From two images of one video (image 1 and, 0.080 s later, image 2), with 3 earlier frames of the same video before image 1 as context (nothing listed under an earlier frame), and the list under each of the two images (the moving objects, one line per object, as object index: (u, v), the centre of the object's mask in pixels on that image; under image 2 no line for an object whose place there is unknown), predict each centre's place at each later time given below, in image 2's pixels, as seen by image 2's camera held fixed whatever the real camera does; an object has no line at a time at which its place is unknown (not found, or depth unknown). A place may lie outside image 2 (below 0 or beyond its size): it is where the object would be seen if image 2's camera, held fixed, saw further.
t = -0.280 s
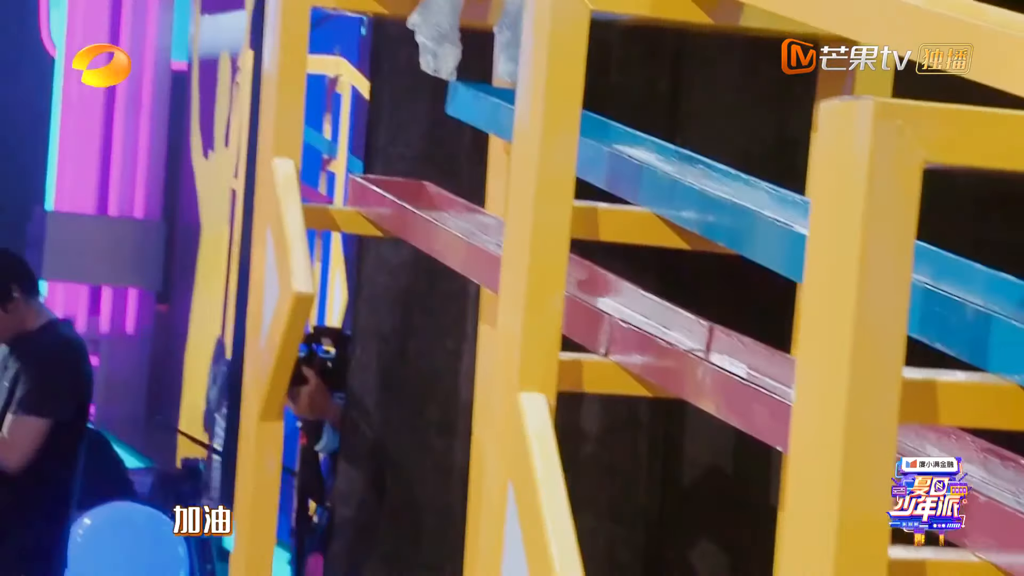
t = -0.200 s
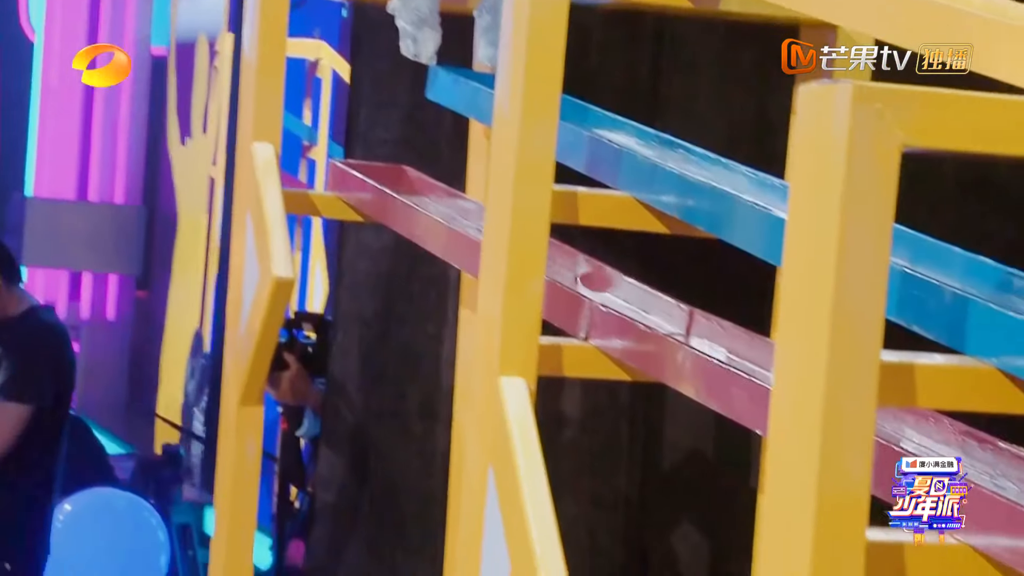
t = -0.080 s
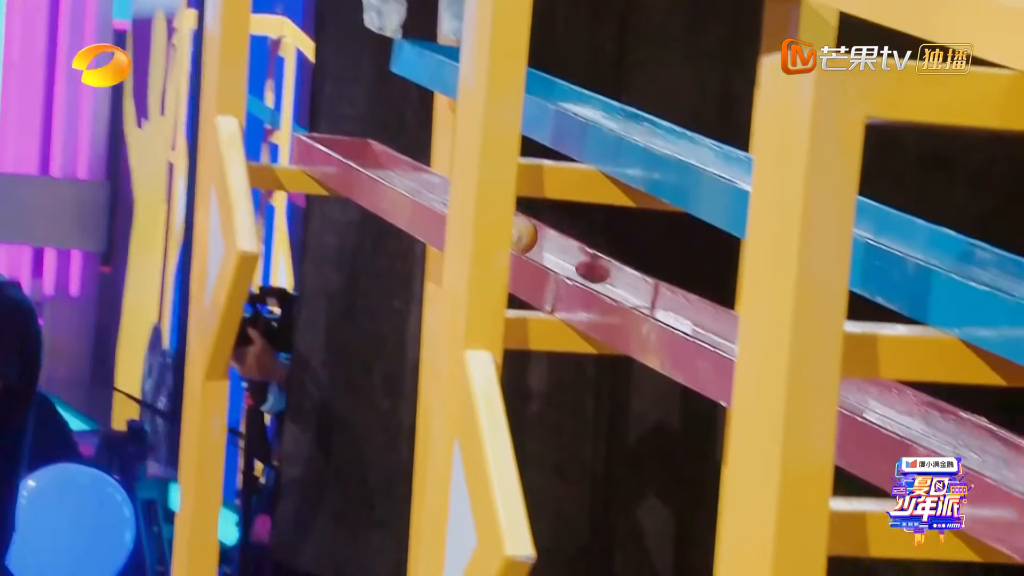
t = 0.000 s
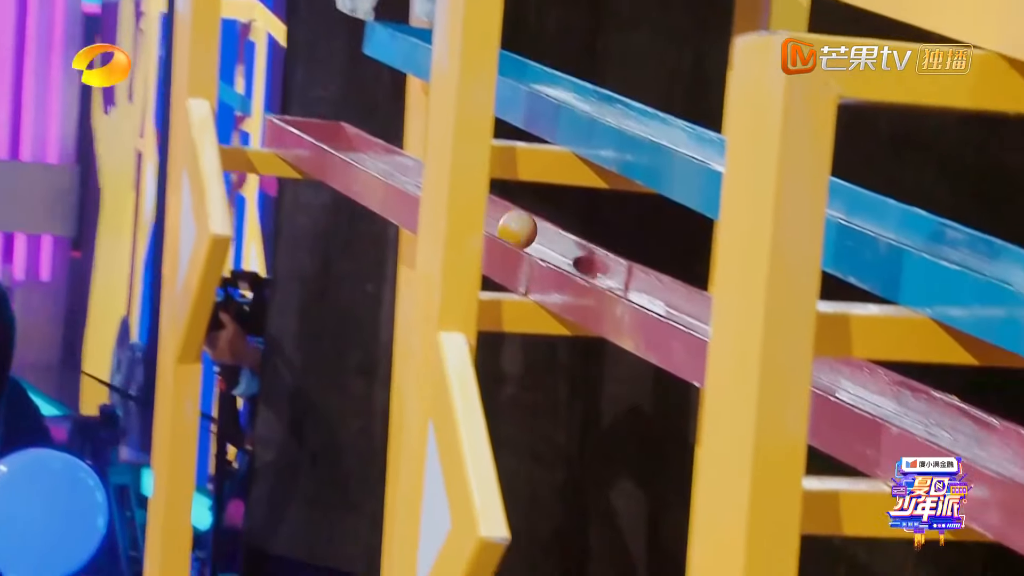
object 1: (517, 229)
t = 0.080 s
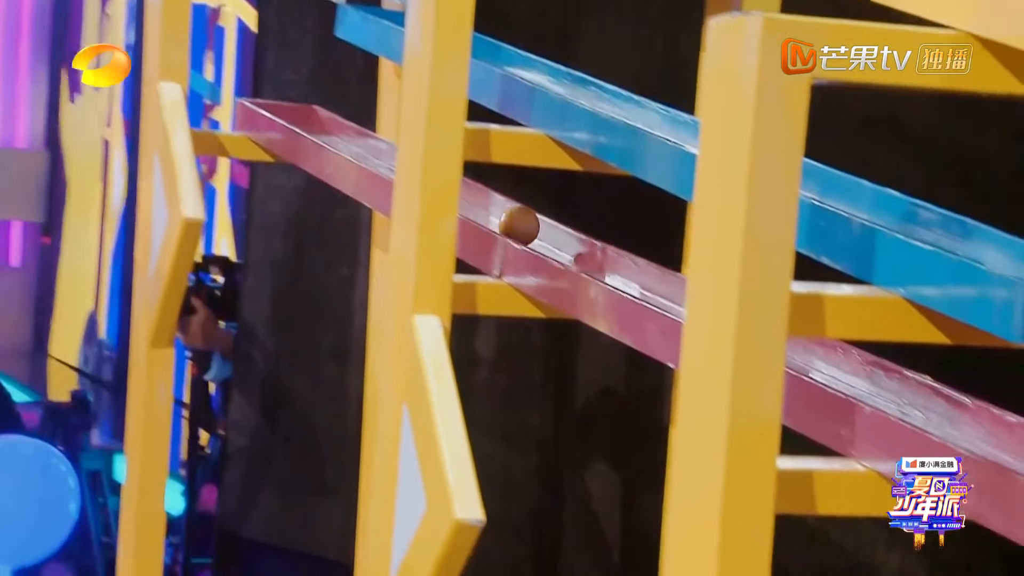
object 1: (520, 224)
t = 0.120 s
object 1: (533, 231)
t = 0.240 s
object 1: (580, 254)
